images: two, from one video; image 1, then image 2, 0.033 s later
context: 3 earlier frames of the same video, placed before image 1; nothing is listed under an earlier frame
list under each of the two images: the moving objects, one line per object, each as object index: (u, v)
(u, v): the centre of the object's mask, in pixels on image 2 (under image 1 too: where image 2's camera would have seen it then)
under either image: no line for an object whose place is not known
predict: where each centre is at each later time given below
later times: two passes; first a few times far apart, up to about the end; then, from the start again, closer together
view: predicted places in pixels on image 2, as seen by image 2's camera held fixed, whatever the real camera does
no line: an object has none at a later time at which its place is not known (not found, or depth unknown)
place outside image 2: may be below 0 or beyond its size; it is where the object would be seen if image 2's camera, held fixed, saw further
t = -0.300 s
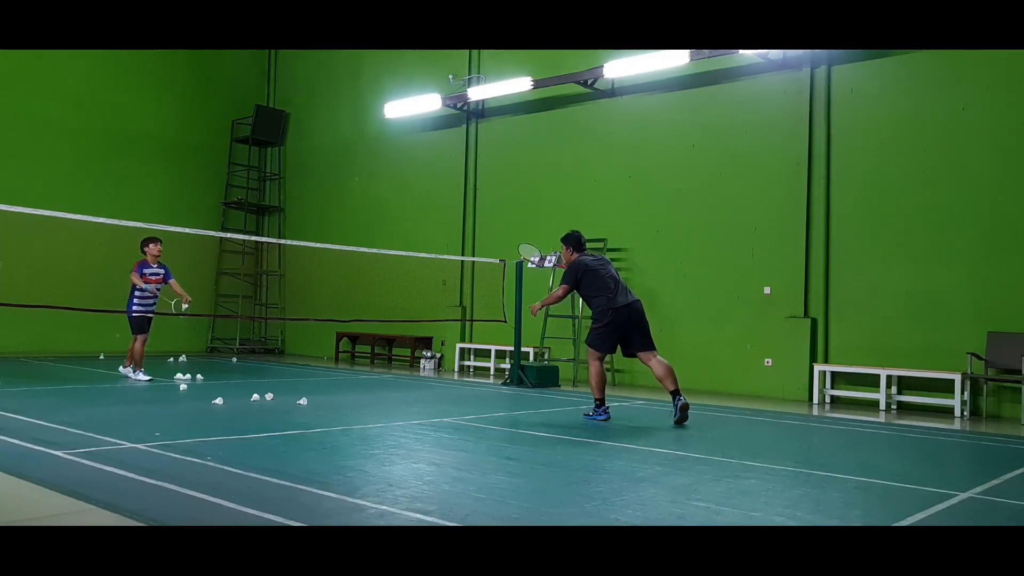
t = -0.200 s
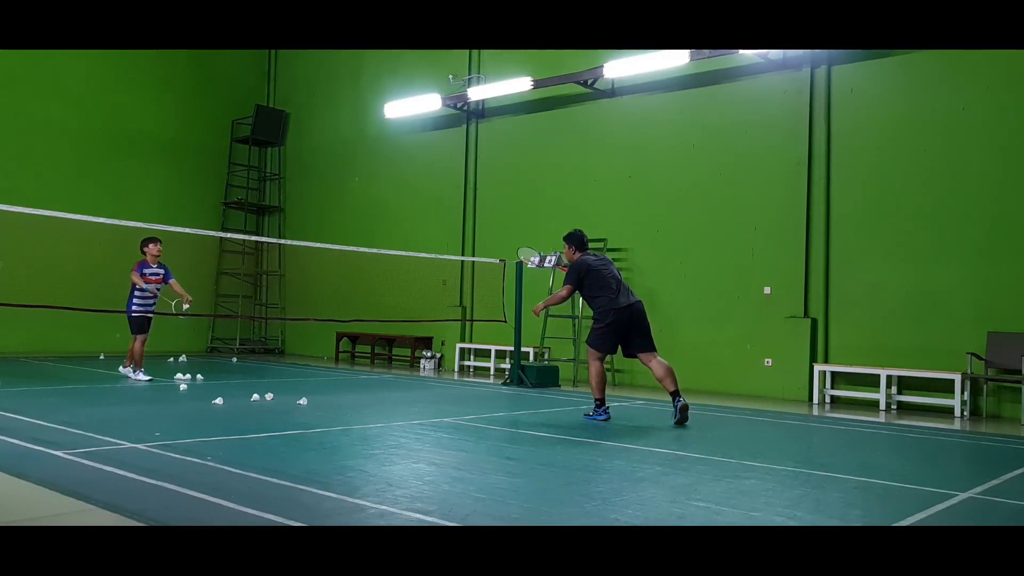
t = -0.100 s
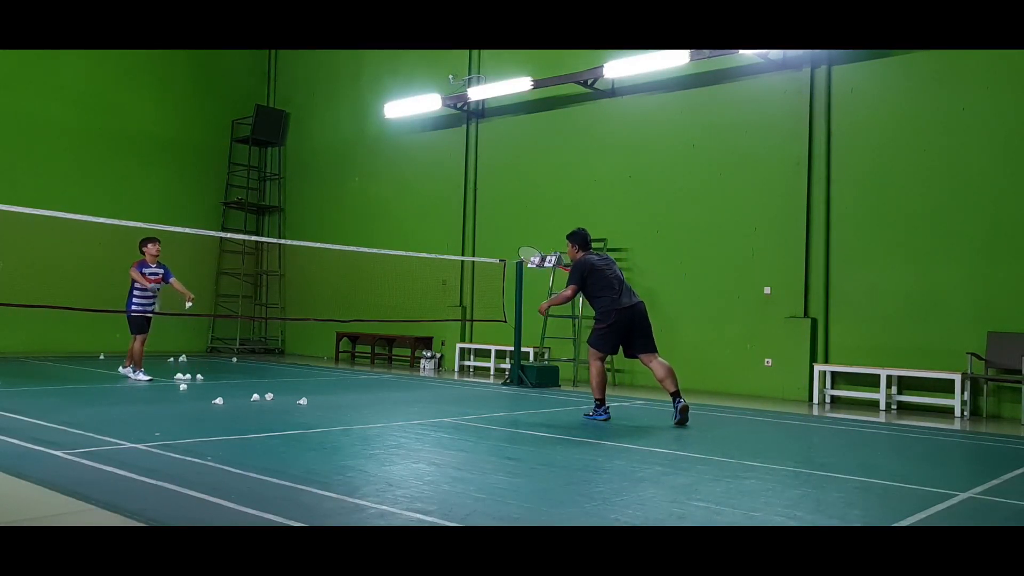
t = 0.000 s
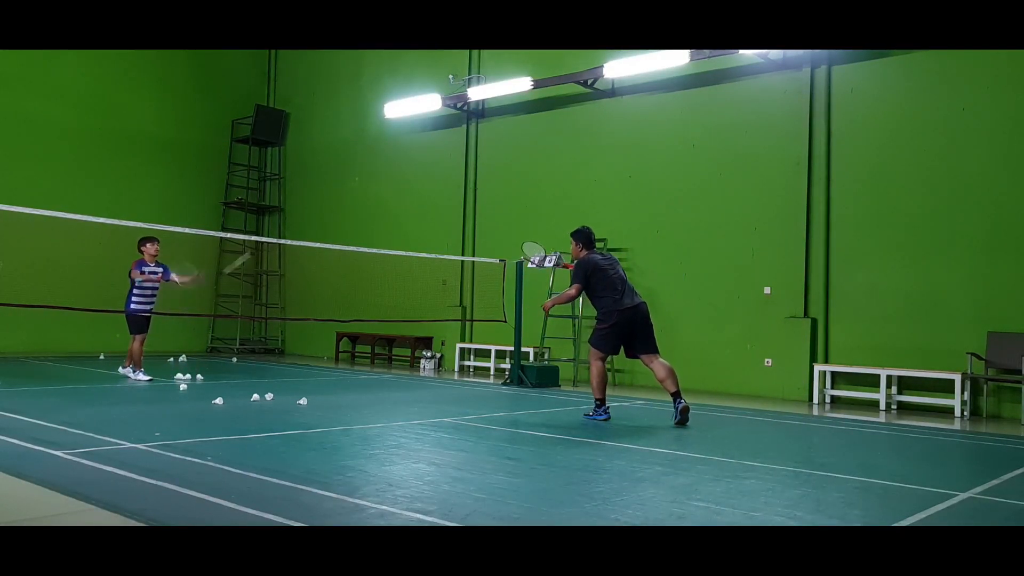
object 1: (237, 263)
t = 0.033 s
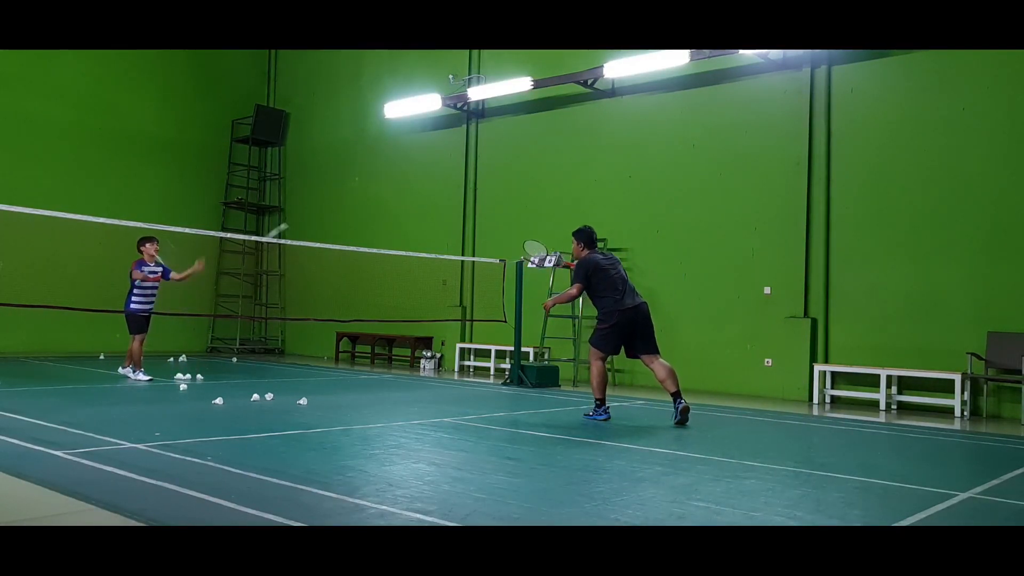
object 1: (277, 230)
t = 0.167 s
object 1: (401, 160)
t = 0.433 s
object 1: (589, 92)
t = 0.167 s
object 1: (401, 160)
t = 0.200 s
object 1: (428, 147)
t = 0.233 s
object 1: (454, 135)
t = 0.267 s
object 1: (478, 124)
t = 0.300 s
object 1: (502, 116)
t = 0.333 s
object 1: (525, 108)
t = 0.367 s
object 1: (547, 102)
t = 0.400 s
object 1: (568, 97)
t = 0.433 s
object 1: (589, 92)
